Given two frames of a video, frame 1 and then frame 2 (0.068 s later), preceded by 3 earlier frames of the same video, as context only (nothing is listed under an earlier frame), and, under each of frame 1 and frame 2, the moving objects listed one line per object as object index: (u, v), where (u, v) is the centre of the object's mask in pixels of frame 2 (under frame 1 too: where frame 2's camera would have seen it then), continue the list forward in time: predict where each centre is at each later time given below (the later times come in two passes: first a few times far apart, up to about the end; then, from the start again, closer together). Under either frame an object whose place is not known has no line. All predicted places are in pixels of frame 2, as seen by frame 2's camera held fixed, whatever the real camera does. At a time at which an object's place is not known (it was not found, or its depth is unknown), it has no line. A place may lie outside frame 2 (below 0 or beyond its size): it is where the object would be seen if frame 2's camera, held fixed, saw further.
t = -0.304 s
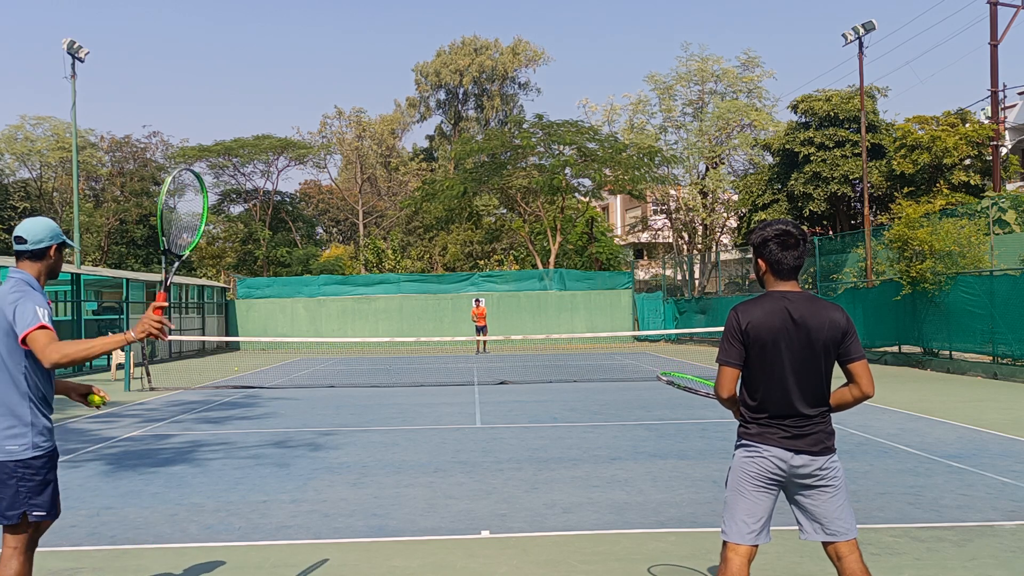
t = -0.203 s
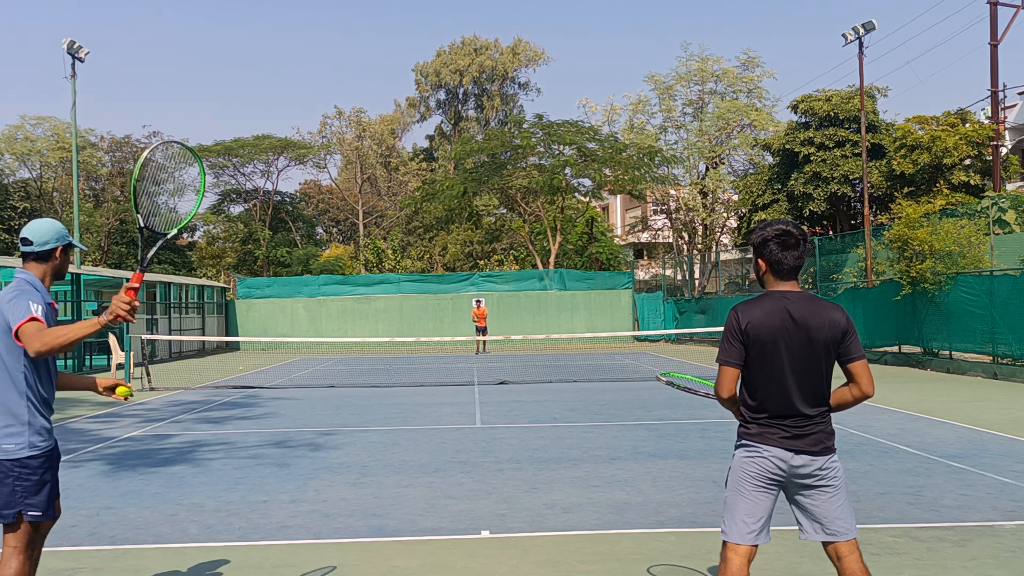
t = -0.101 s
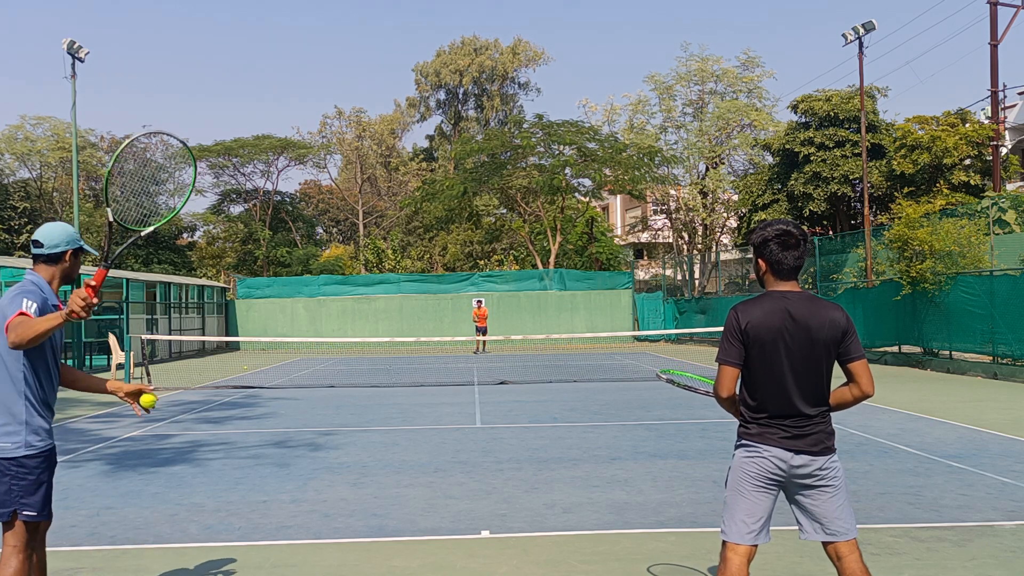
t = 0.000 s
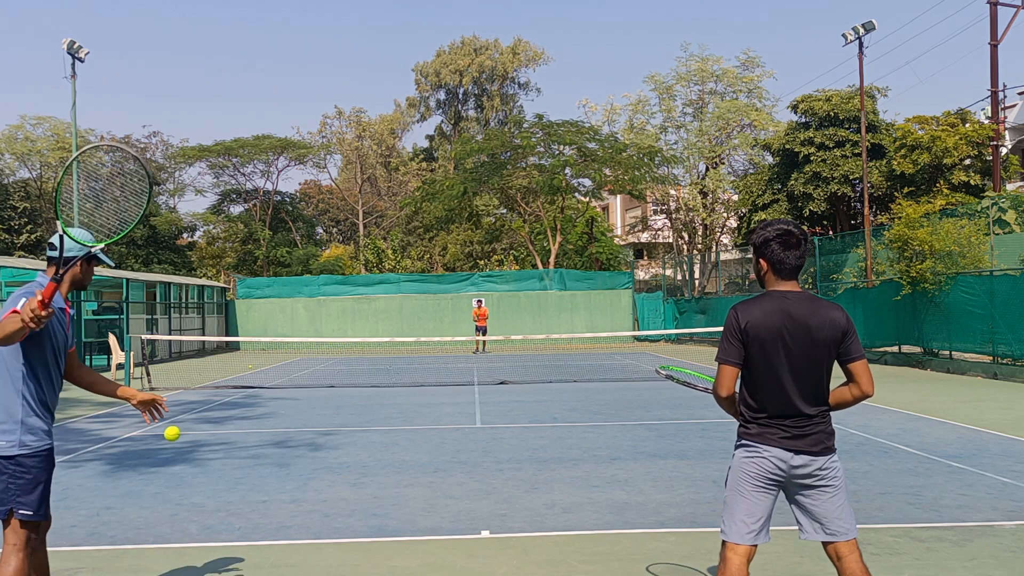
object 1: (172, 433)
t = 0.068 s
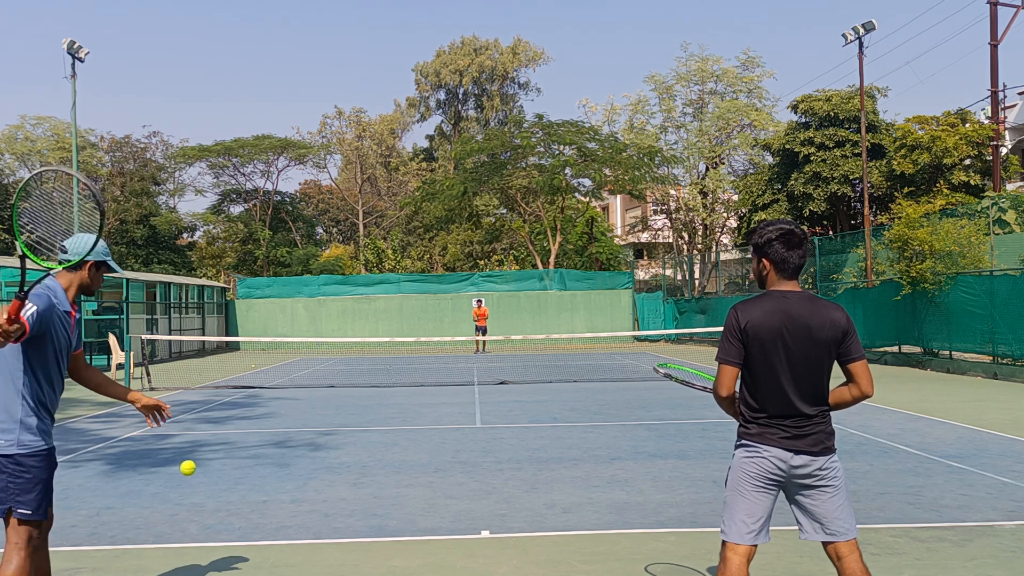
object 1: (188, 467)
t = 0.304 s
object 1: (236, 561)
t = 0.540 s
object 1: (268, 457)
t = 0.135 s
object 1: (203, 511)
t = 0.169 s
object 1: (211, 537)
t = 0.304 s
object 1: (236, 561)
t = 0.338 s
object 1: (240, 539)
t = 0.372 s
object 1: (245, 520)
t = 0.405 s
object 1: (250, 502)
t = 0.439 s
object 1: (254, 487)
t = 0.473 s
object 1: (259, 475)
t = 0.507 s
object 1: (263, 465)
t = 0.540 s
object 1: (268, 457)
